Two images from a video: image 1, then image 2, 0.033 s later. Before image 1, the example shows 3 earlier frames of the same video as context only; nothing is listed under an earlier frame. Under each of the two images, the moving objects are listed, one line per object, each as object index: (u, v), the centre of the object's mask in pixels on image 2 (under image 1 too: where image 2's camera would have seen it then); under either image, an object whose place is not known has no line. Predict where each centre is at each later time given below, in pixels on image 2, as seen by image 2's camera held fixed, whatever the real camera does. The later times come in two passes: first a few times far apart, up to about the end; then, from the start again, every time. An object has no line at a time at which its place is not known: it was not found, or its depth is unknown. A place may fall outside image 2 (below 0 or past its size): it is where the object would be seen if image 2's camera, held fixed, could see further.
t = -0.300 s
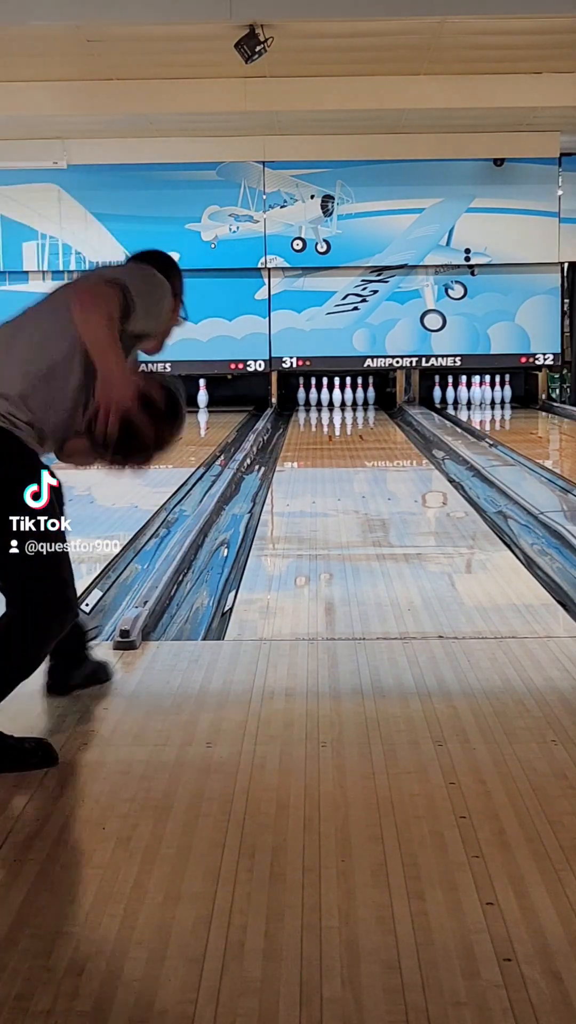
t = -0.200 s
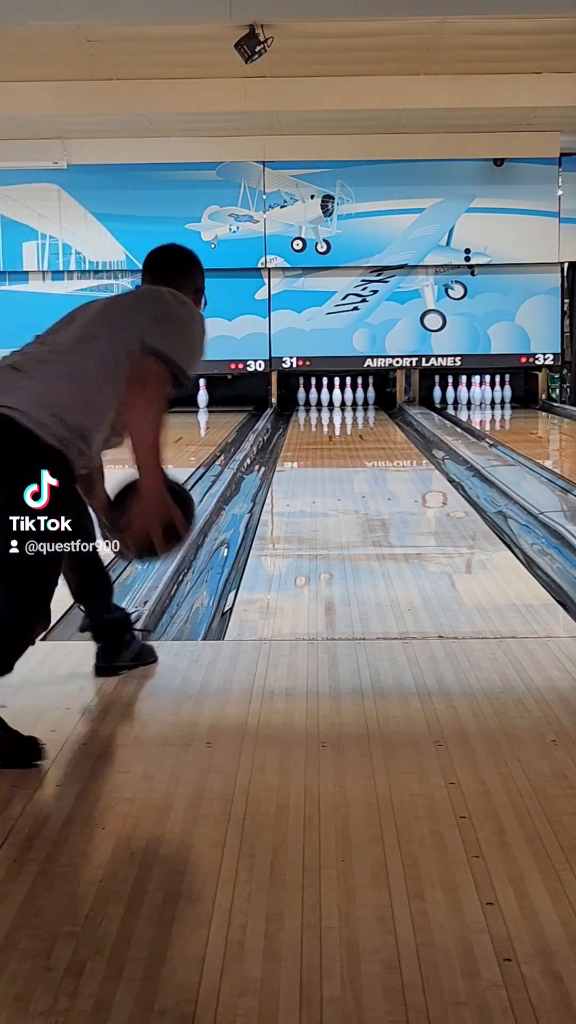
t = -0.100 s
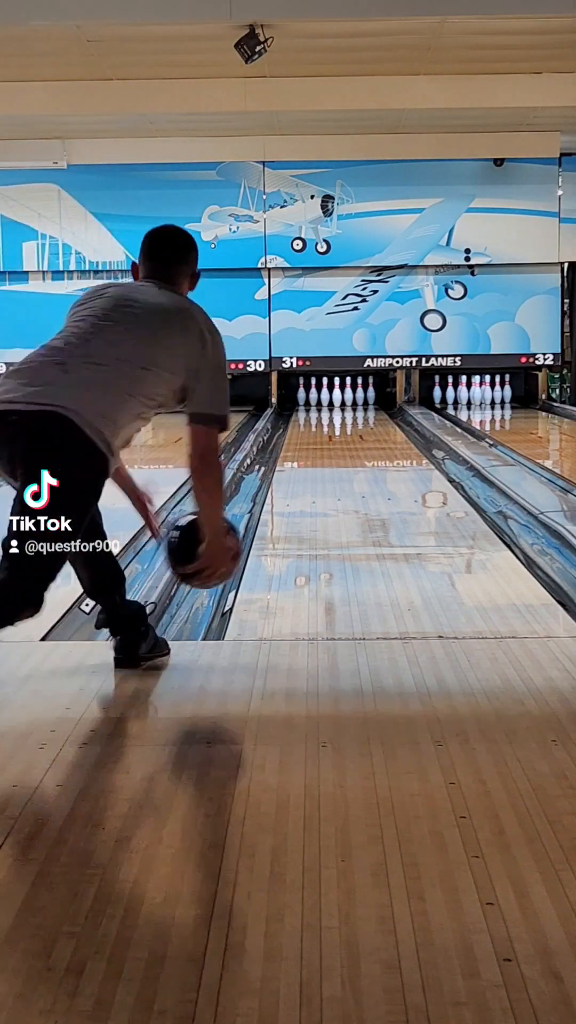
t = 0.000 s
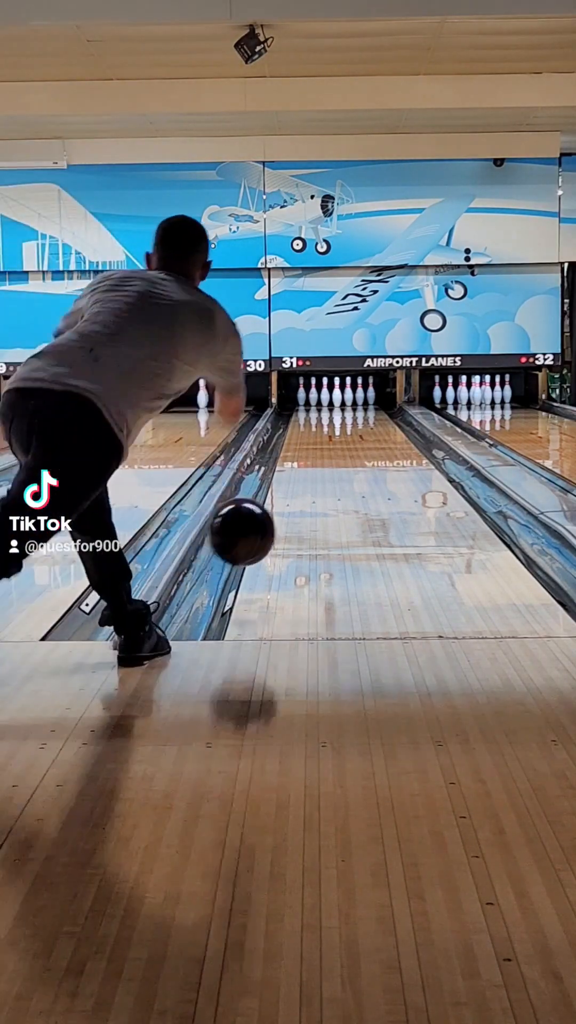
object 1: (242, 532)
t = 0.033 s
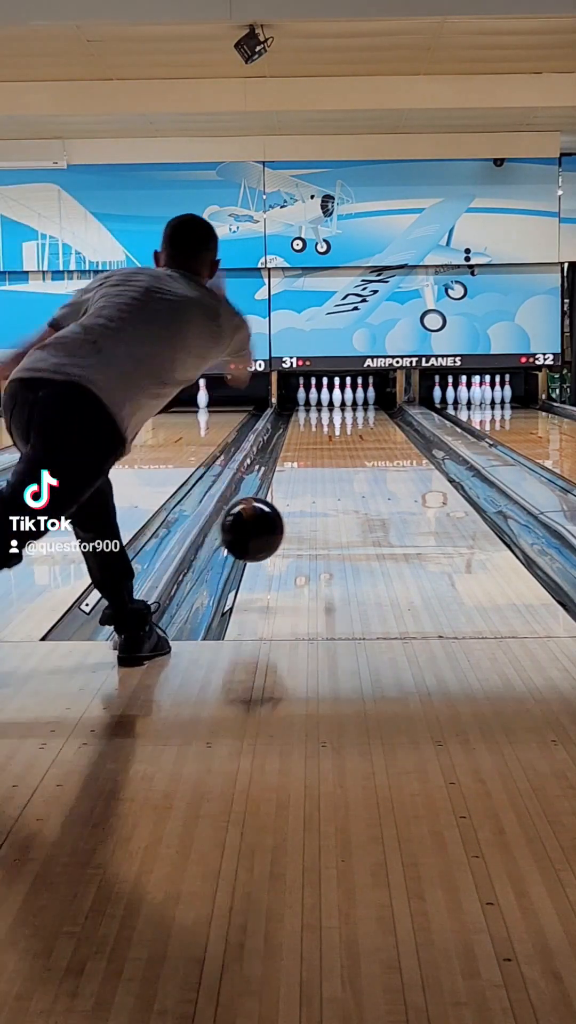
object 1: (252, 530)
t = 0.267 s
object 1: (304, 520)
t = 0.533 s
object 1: (339, 482)
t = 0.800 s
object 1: (361, 458)
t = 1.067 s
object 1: (374, 441)
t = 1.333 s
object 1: (381, 428)
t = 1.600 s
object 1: (383, 418)
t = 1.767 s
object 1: (381, 413)
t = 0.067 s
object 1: (261, 531)
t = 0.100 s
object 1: (270, 535)
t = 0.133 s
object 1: (279, 541)
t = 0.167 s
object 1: (286, 539)
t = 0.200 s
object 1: (292, 531)
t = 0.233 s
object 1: (299, 527)
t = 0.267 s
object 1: (304, 520)
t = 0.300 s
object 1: (310, 515)
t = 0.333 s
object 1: (315, 509)
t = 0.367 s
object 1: (320, 504)
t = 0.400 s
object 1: (324, 498)
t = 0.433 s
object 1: (328, 494)
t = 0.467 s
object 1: (332, 489)
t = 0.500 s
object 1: (336, 486)
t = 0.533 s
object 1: (339, 482)
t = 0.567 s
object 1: (343, 478)
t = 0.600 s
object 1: (346, 475)
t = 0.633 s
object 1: (348, 472)
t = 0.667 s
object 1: (351, 469)
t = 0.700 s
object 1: (354, 466)
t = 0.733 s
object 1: (356, 463)
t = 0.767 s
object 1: (359, 460)
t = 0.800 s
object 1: (361, 458)
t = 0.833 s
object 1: (363, 455)
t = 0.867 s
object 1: (365, 453)
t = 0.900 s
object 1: (366, 451)
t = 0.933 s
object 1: (368, 448)
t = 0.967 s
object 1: (370, 446)
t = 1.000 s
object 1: (371, 444)
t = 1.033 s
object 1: (373, 443)
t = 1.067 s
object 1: (374, 441)
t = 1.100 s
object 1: (375, 439)
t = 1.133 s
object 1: (376, 438)
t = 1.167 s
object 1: (377, 436)
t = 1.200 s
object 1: (378, 434)
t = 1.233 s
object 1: (379, 433)
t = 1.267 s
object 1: (380, 431)
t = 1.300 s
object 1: (381, 430)
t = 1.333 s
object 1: (381, 428)
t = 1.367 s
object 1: (382, 427)
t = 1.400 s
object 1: (382, 426)
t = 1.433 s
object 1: (383, 424)
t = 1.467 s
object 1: (383, 423)
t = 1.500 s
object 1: (383, 421)
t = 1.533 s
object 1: (383, 420)
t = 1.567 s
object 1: (383, 419)
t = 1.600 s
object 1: (383, 418)
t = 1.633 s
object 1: (382, 417)
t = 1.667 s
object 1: (382, 416)
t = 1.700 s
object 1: (382, 415)
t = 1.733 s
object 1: (381, 414)
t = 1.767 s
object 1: (381, 413)
